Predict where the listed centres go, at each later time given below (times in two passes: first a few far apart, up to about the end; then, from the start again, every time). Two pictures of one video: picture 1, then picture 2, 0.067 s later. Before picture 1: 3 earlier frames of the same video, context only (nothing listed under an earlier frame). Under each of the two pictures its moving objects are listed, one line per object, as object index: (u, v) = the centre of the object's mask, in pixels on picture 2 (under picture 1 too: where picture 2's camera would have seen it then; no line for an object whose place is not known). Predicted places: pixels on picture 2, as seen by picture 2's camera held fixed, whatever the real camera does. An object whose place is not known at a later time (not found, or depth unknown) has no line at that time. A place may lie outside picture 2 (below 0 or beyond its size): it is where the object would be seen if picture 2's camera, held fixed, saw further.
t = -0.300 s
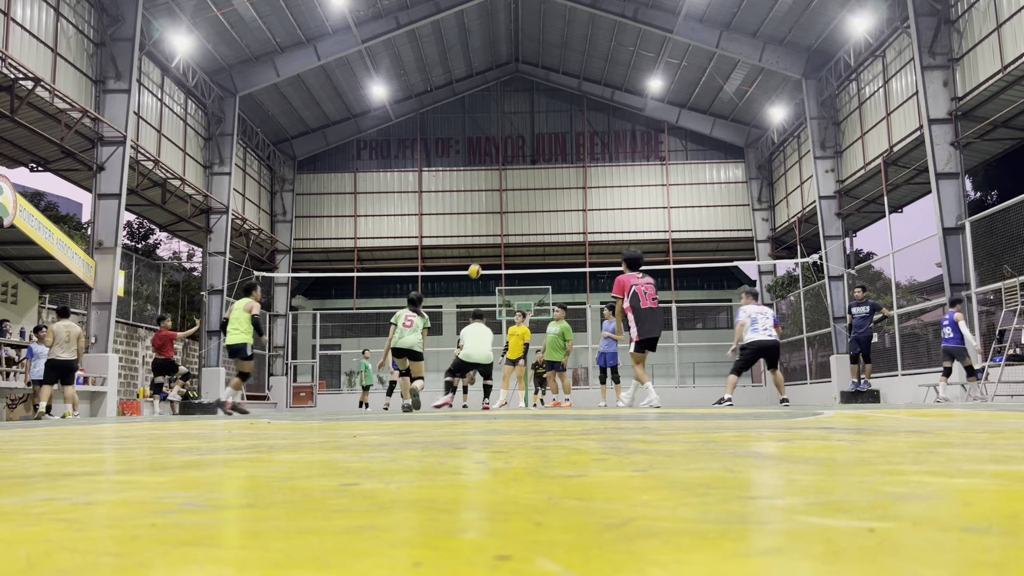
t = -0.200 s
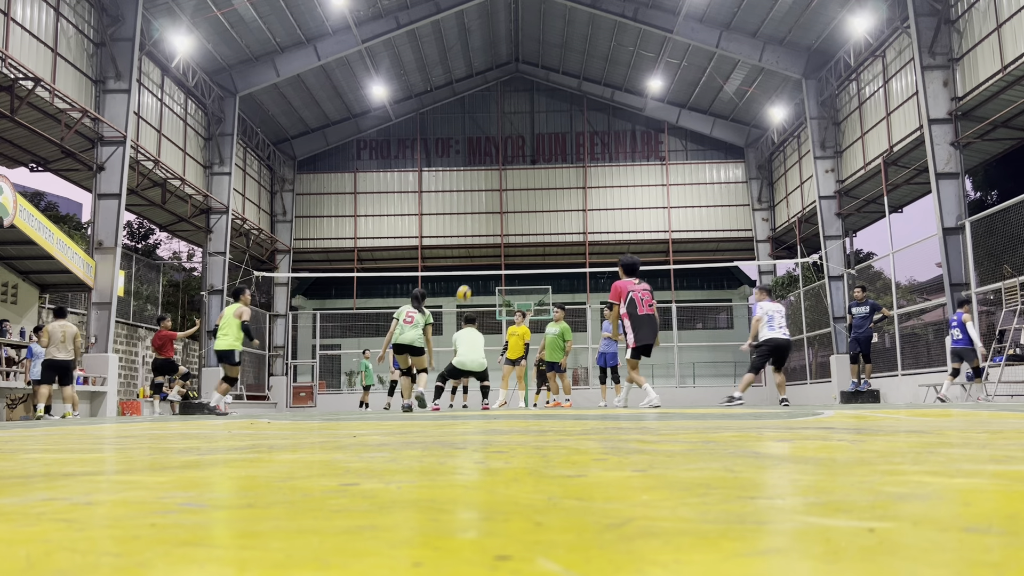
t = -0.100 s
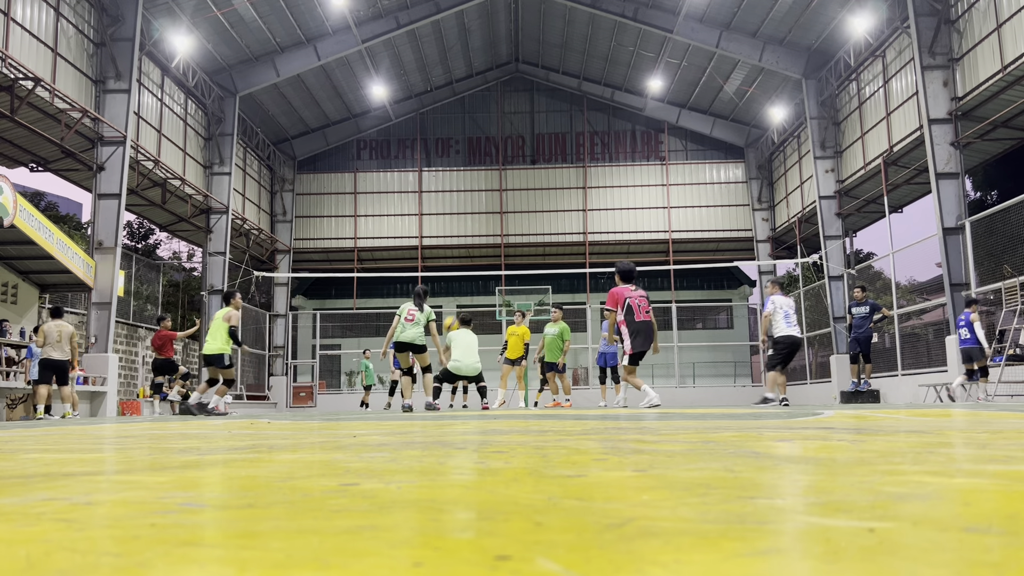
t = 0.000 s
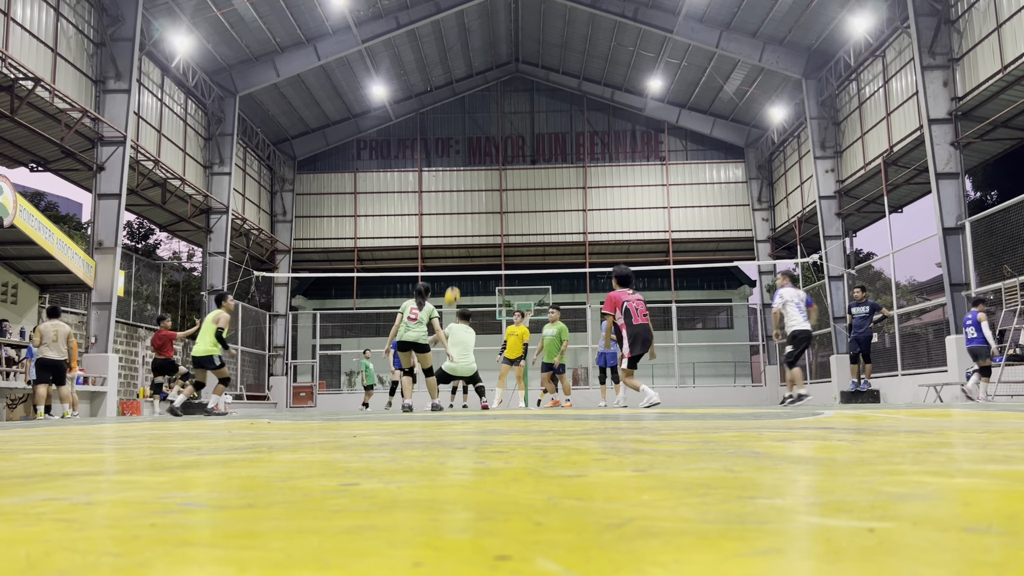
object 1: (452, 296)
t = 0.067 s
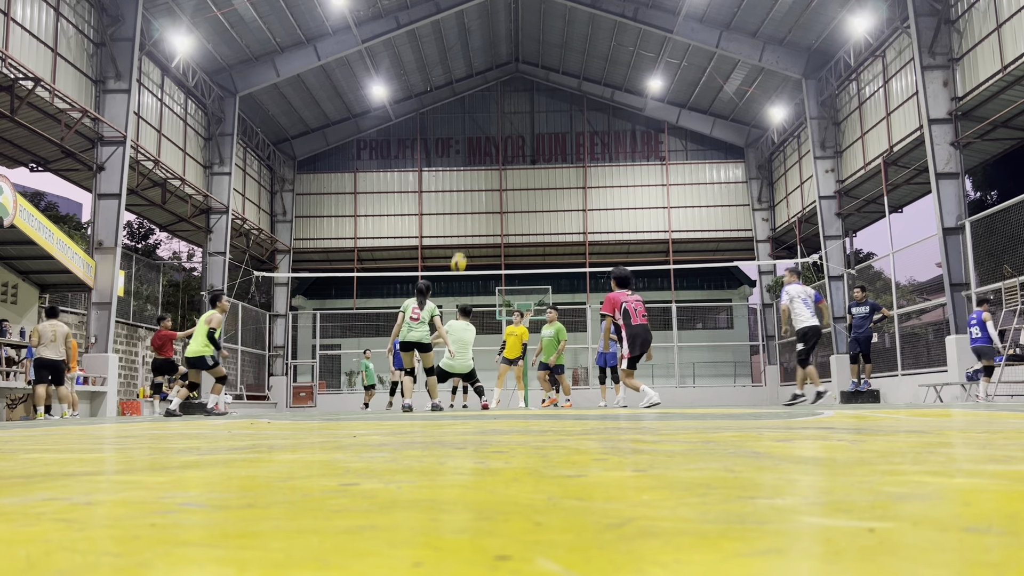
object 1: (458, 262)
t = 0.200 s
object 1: (472, 206)
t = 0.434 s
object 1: (493, 144)
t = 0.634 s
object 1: (511, 121)
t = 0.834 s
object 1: (528, 123)
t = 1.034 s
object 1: (544, 149)
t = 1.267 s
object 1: (563, 205)
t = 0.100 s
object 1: (462, 248)
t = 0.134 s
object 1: (465, 231)
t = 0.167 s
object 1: (468, 218)
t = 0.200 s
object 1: (472, 206)
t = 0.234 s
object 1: (475, 194)
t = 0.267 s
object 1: (478, 183)
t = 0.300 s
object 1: (481, 174)
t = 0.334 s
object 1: (484, 164)
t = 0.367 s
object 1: (487, 157)
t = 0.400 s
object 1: (490, 150)
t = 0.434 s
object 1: (493, 144)
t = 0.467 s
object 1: (496, 138)
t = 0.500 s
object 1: (499, 133)
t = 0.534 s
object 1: (502, 129)
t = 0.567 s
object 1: (505, 126)
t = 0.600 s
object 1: (508, 123)
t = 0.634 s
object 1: (511, 121)
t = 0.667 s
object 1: (514, 119)
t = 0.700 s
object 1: (517, 119)
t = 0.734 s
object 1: (519, 119)
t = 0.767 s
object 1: (522, 120)
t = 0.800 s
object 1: (525, 121)
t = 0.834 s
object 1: (528, 123)
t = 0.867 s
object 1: (531, 126)
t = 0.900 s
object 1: (533, 129)
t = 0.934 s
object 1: (536, 133)
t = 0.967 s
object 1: (539, 138)
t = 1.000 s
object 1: (541, 143)
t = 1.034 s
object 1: (544, 149)
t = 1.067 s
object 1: (547, 155)
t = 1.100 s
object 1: (549, 161)
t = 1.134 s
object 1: (552, 169)
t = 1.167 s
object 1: (555, 177)
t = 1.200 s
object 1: (557, 185)
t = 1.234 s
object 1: (560, 195)
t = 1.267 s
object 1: (563, 205)
